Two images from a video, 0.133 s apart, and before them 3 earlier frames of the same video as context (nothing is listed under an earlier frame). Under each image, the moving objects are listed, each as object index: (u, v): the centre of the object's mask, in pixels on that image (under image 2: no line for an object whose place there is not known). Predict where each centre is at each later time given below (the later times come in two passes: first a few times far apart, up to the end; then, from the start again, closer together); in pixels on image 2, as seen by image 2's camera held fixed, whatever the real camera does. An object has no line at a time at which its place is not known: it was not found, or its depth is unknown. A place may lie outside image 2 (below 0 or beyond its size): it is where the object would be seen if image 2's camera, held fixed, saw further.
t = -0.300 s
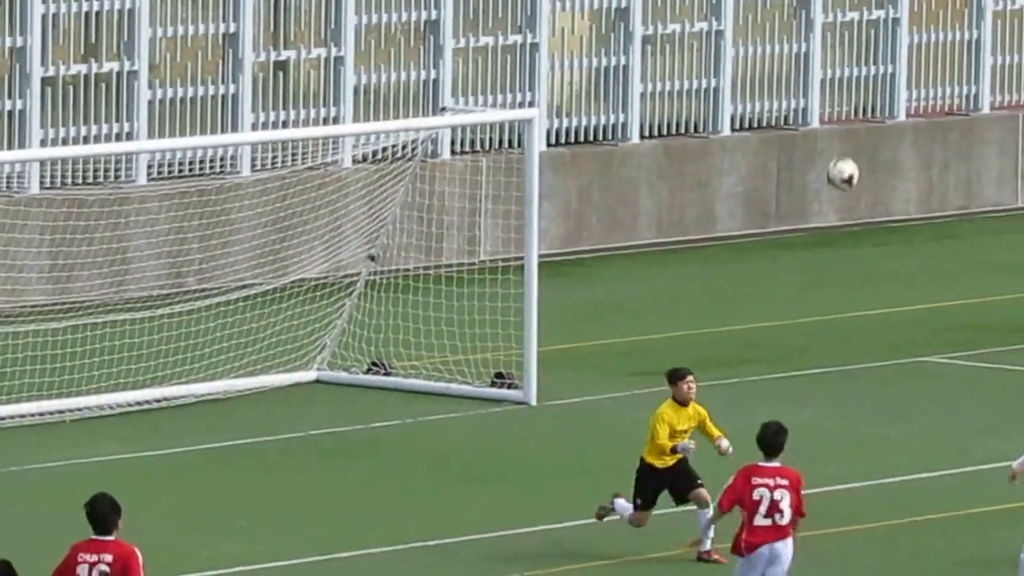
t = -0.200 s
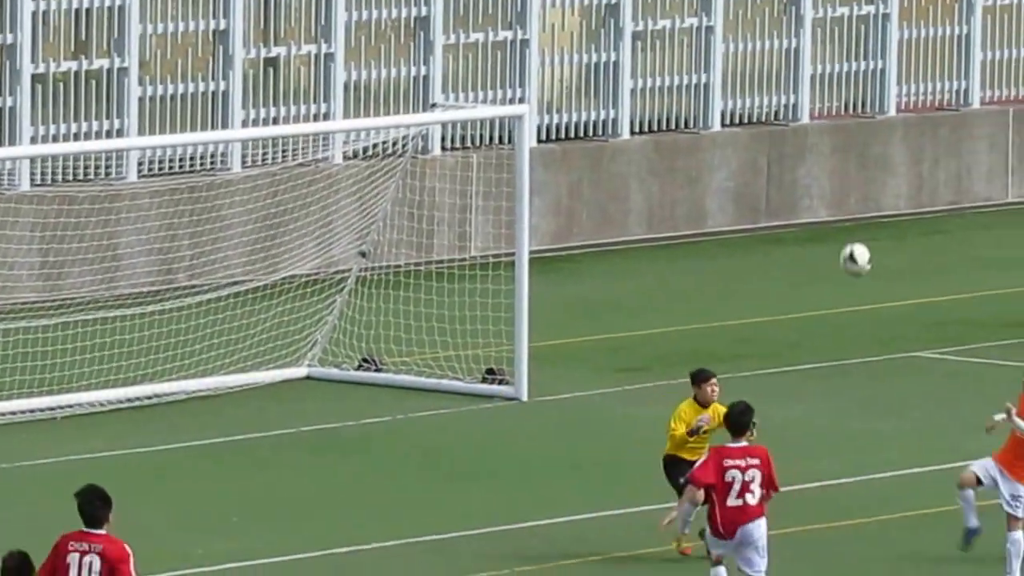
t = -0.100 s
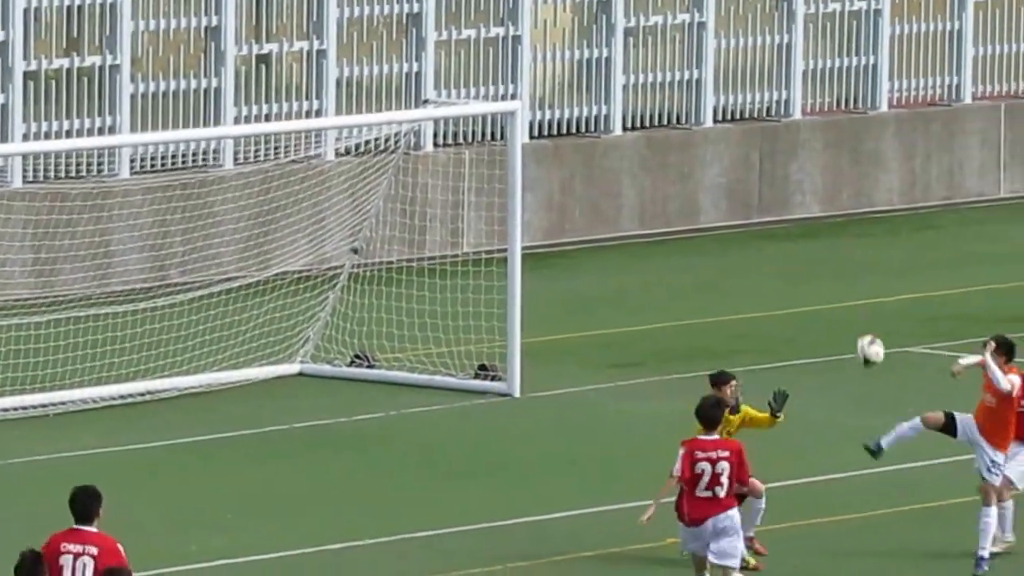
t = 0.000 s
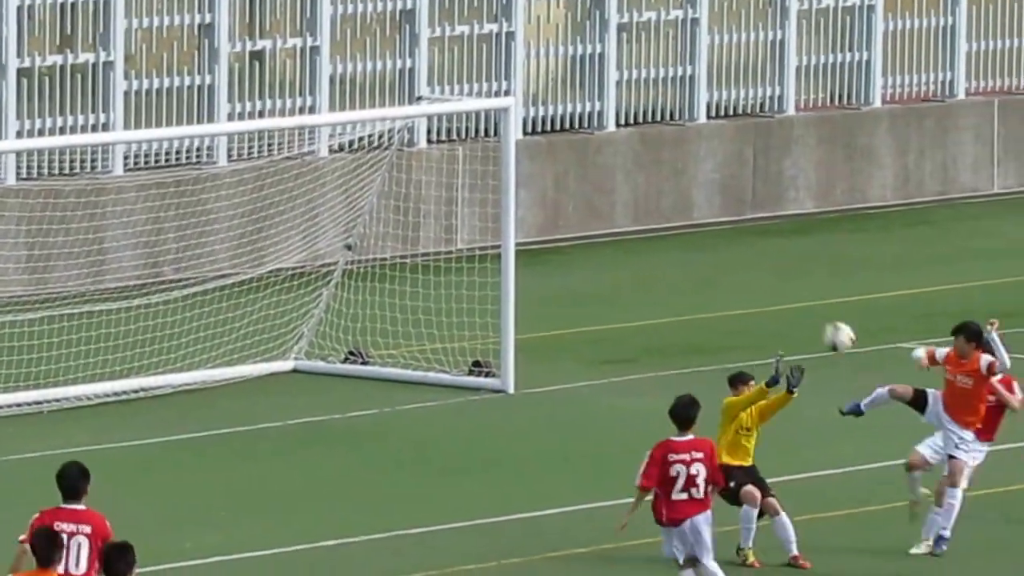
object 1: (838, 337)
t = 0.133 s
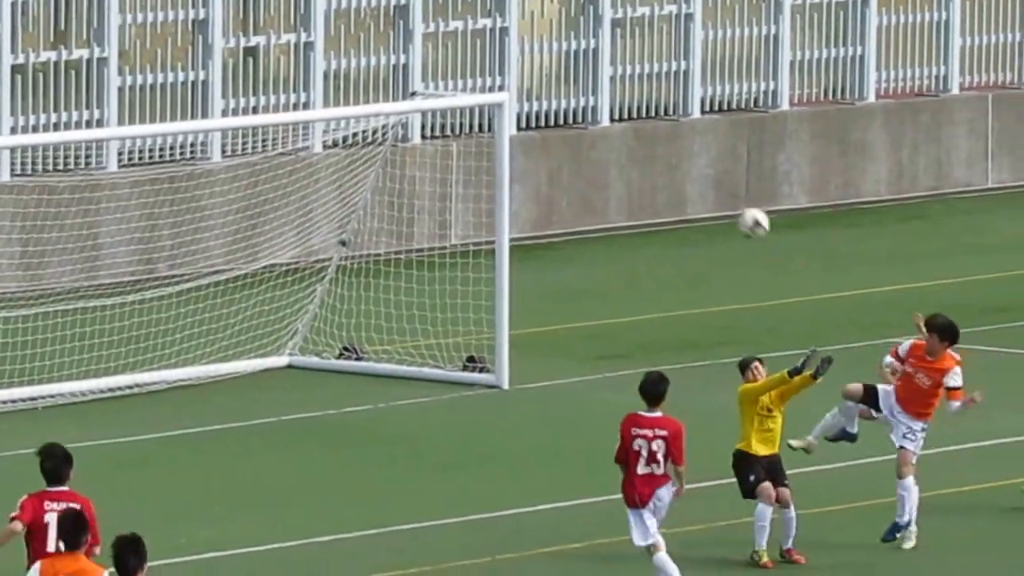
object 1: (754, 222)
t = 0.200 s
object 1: (716, 179)
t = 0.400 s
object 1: (604, 100)
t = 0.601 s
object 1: (501, 83)
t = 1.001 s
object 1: (308, 216)
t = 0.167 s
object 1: (735, 200)
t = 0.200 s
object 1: (716, 179)
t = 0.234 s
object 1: (697, 161)
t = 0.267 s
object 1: (679, 146)
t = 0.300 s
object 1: (659, 132)
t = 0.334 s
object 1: (641, 119)
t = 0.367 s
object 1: (623, 109)
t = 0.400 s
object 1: (604, 100)
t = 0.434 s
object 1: (587, 93)
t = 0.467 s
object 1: (569, 87)
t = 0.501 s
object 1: (552, 84)
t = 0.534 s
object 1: (534, 82)
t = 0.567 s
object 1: (517, 83)
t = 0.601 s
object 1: (501, 83)
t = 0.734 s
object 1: (431, 105)
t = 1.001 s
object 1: (308, 216)
